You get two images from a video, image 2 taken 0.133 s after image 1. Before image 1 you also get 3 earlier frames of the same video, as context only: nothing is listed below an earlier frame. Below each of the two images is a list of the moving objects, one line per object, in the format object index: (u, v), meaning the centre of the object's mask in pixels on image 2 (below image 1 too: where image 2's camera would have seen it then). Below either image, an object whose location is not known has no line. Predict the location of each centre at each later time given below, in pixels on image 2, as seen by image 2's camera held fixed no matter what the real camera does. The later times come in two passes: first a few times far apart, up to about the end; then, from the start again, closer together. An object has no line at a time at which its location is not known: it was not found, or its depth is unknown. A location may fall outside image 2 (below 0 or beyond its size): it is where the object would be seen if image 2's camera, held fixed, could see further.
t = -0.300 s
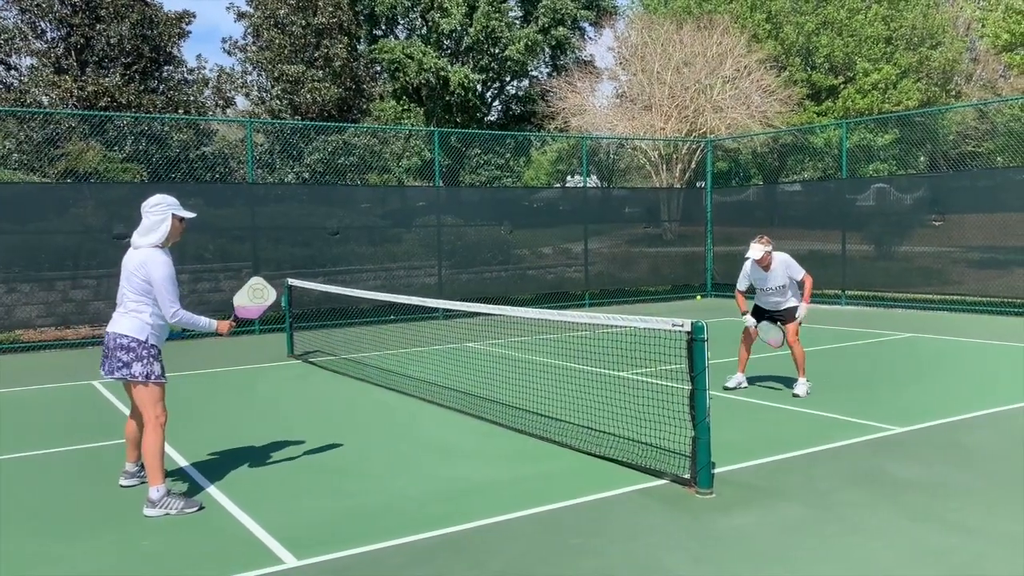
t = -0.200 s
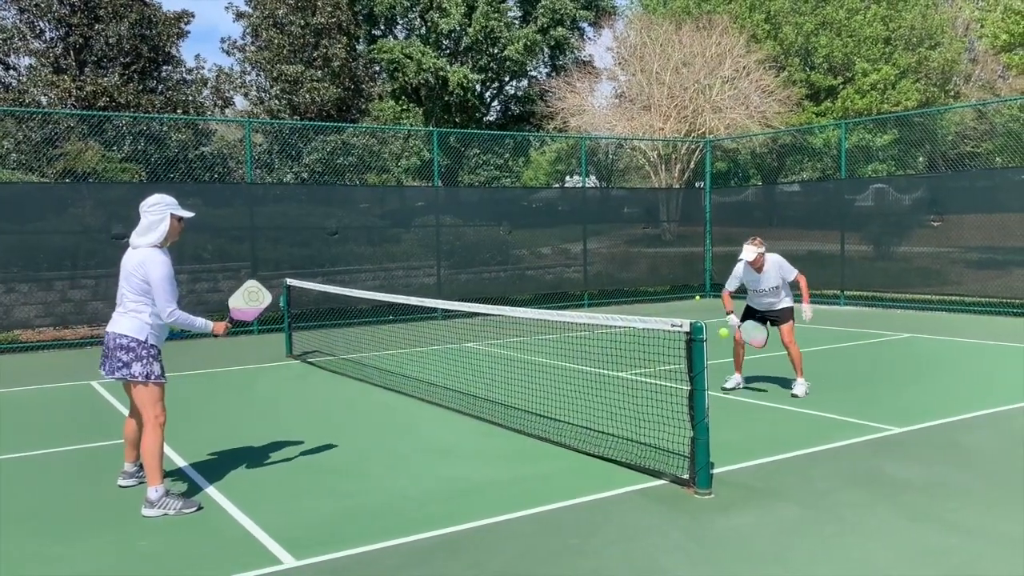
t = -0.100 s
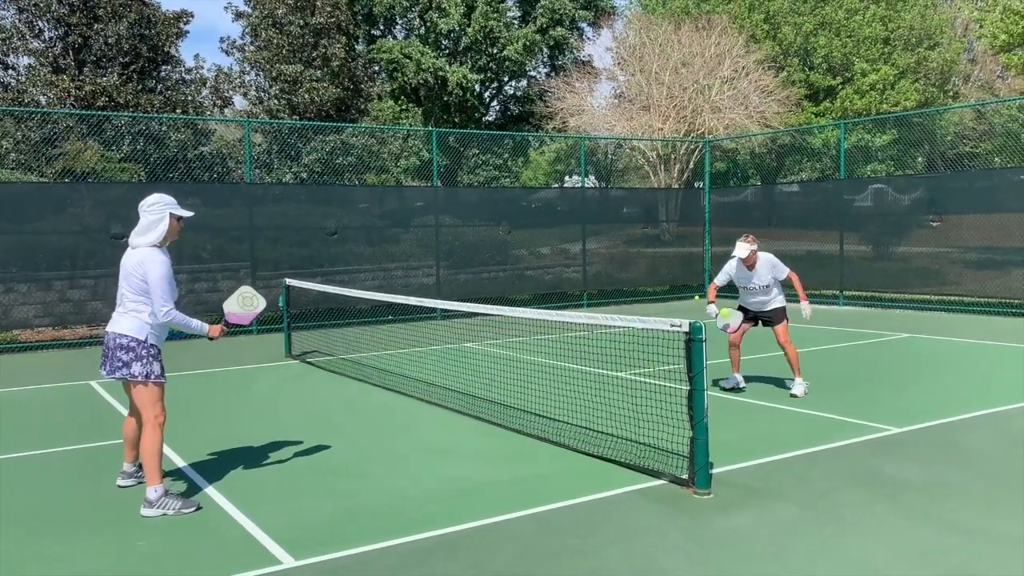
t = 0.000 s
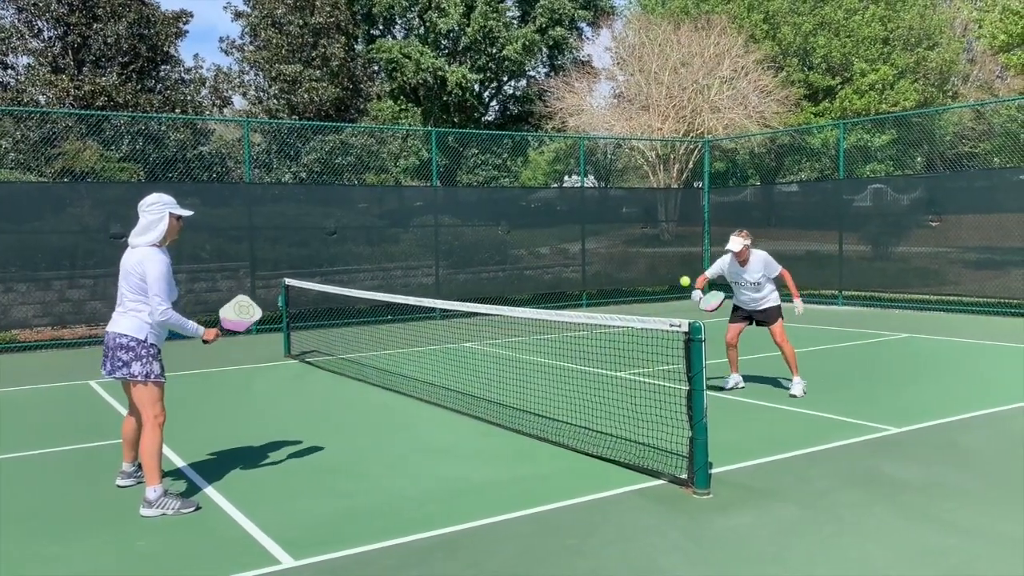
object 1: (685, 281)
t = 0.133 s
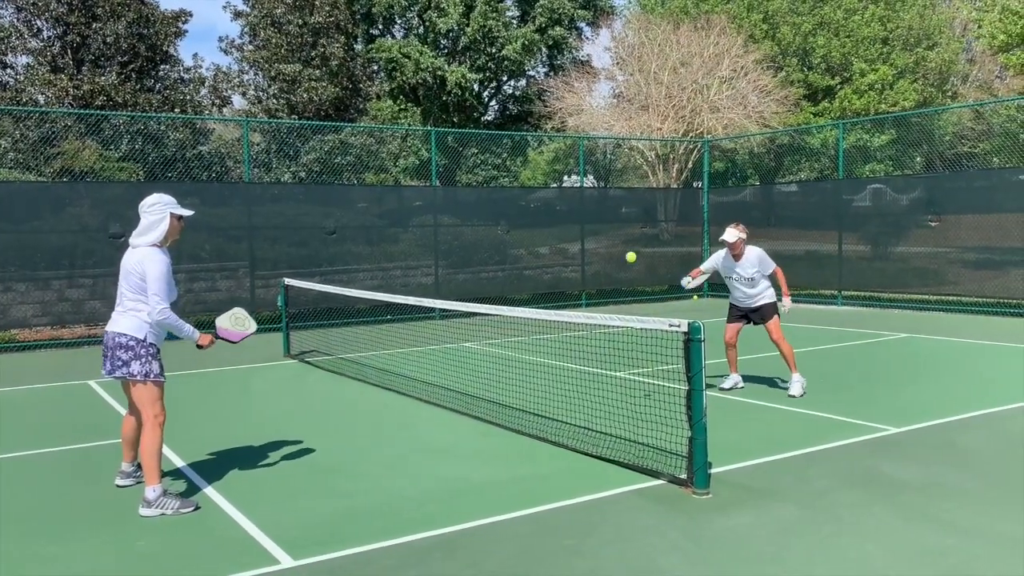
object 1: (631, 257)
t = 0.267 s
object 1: (575, 255)
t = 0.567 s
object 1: (443, 344)
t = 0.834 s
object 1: (340, 416)
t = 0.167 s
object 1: (617, 254)
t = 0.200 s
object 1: (603, 253)
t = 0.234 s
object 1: (589, 254)
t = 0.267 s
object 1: (575, 255)
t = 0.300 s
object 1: (561, 259)
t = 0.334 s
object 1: (546, 264)
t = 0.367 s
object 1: (532, 270)
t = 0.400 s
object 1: (517, 279)
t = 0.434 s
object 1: (503, 288)
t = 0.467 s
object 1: (488, 299)
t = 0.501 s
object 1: (474, 314)
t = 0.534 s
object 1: (458, 327)
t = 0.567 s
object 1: (443, 344)
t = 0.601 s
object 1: (428, 361)
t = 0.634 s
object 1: (413, 381)
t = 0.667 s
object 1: (397, 404)
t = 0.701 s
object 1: (381, 427)
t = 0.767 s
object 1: (357, 441)
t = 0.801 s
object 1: (348, 428)
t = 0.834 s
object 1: (340, 416)
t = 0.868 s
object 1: (333, 407)
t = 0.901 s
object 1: (325, 399)
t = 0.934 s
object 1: (316, 393)
